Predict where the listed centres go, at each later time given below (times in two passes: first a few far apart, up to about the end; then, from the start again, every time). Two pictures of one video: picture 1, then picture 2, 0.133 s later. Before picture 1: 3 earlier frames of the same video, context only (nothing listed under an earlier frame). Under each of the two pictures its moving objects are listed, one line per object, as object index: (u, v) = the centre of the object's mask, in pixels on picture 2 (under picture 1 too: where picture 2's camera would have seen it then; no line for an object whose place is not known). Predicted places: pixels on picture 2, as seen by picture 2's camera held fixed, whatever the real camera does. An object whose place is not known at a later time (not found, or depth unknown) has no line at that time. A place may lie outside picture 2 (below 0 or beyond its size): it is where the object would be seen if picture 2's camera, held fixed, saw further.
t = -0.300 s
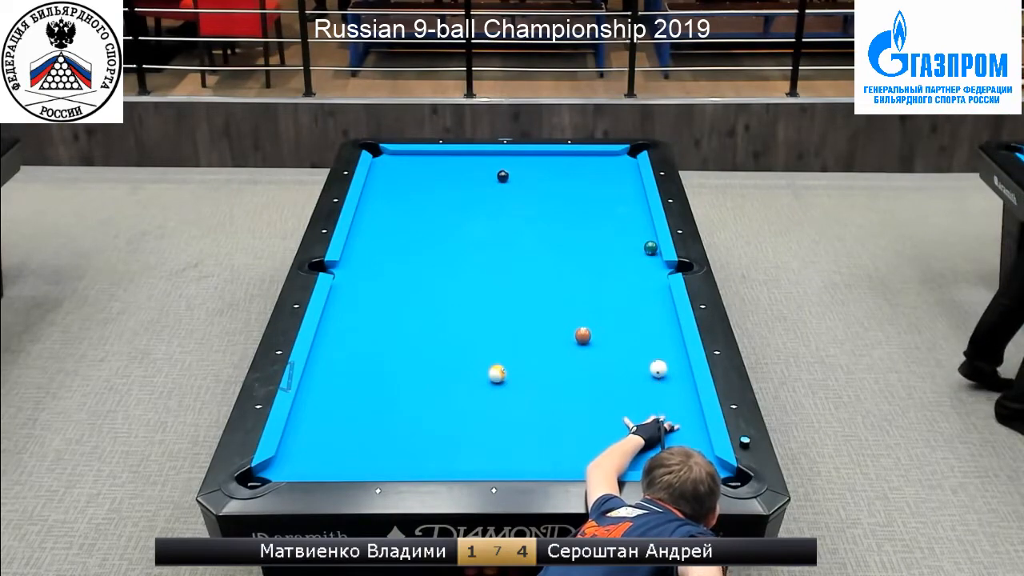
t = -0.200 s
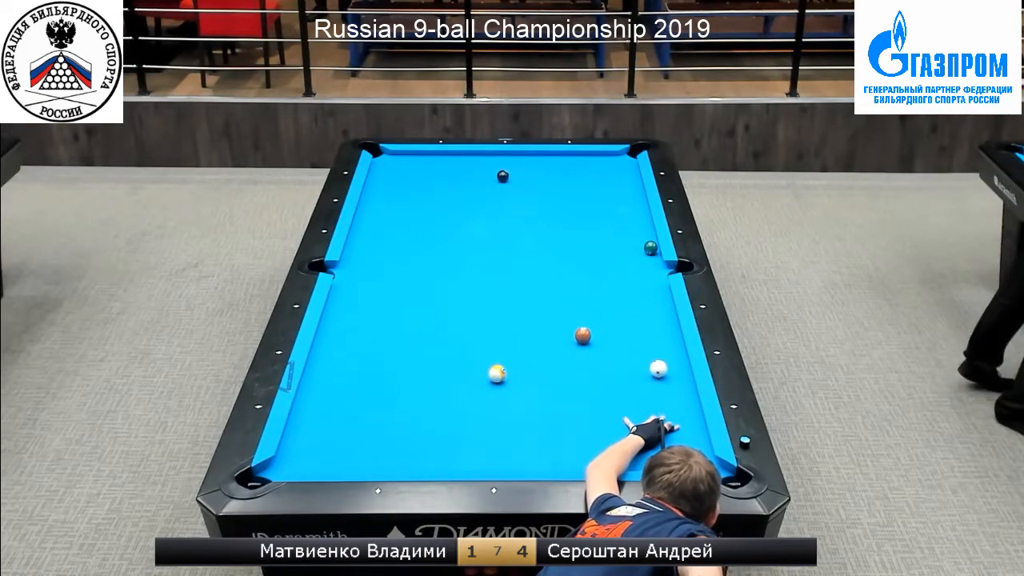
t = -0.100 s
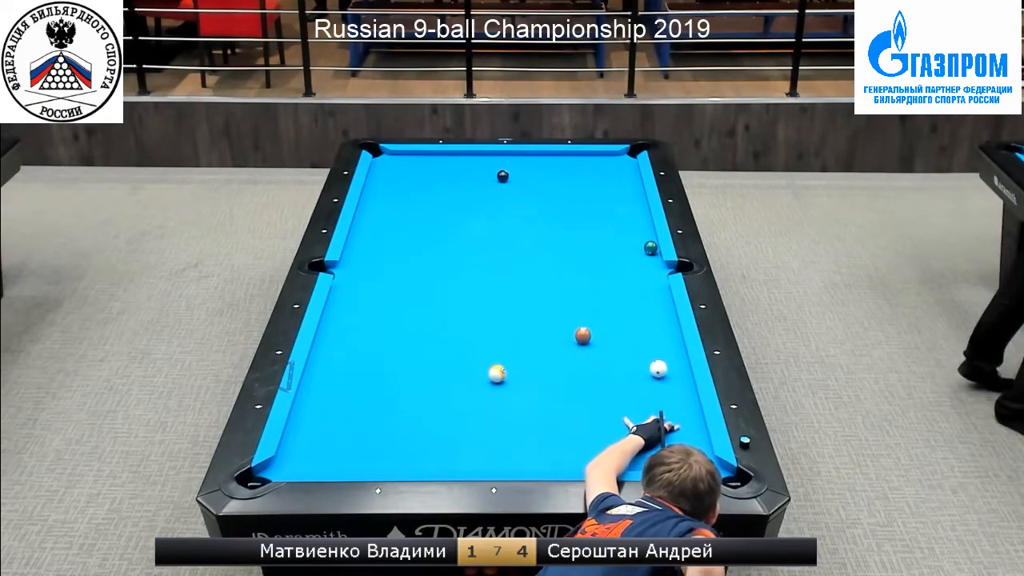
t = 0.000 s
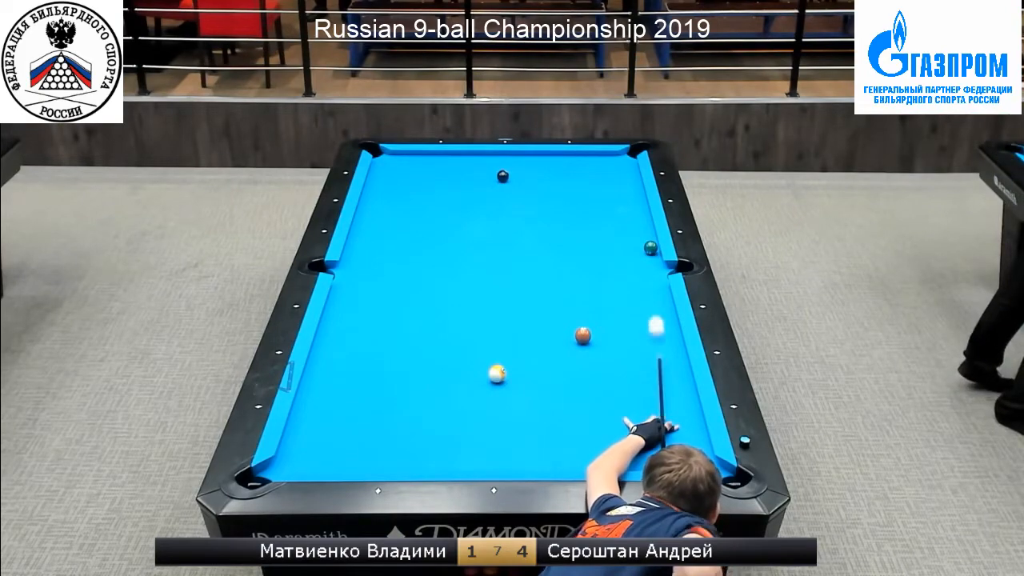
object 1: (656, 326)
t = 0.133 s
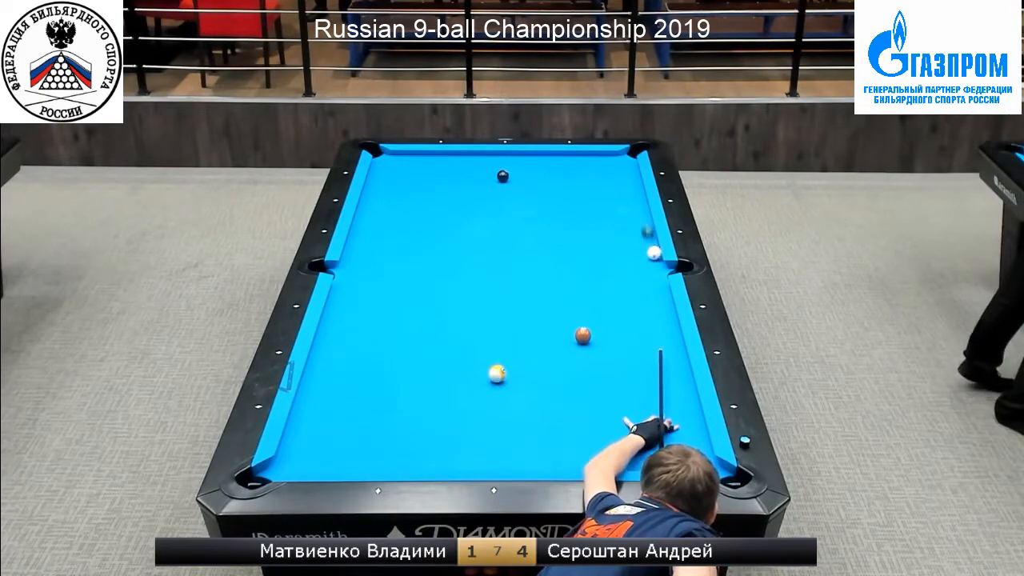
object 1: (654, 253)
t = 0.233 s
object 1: (649, 253)
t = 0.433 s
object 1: (640, 252)
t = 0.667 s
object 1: (631, 252)
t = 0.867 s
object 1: (625, 253)
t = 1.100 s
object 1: (618, 253)
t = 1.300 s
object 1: (613, 253)
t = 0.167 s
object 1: (652, 253)
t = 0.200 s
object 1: (651, 253)
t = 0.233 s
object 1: (649, 253)
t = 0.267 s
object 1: (648, 253)
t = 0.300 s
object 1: (646, 253)
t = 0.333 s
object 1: (645, 252)
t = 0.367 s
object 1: (643, 252)
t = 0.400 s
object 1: (642, 252)
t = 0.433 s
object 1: (640, 252)
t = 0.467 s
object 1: (639, 253)
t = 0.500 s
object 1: (638, 252)
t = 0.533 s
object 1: (637, 252)
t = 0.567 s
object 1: (635, 252)
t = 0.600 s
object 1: (634, 253)
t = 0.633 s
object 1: (633, 252)
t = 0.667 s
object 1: (631, 252)
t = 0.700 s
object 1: (630, 253)
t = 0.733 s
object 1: (629, 253)
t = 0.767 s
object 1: (628, 253)
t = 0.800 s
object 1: (627, 253)
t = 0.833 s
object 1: (626, 253)
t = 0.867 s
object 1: (625, 253)
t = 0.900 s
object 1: (623, 253)
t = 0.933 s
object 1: (622, 253)
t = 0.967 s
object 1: (621, 253)
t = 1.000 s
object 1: (621, 253)
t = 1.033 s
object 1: (620, 253)
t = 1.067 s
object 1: (619, 253)
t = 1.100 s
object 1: (618, 253)
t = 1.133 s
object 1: (617, 253)
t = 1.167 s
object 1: (616, 253)
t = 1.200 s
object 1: (615, 253)
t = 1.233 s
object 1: (615, 253)
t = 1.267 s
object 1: (614, 253)
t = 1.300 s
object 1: (613, 253)
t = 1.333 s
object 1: (612, 253)
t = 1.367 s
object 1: (612, 252)
